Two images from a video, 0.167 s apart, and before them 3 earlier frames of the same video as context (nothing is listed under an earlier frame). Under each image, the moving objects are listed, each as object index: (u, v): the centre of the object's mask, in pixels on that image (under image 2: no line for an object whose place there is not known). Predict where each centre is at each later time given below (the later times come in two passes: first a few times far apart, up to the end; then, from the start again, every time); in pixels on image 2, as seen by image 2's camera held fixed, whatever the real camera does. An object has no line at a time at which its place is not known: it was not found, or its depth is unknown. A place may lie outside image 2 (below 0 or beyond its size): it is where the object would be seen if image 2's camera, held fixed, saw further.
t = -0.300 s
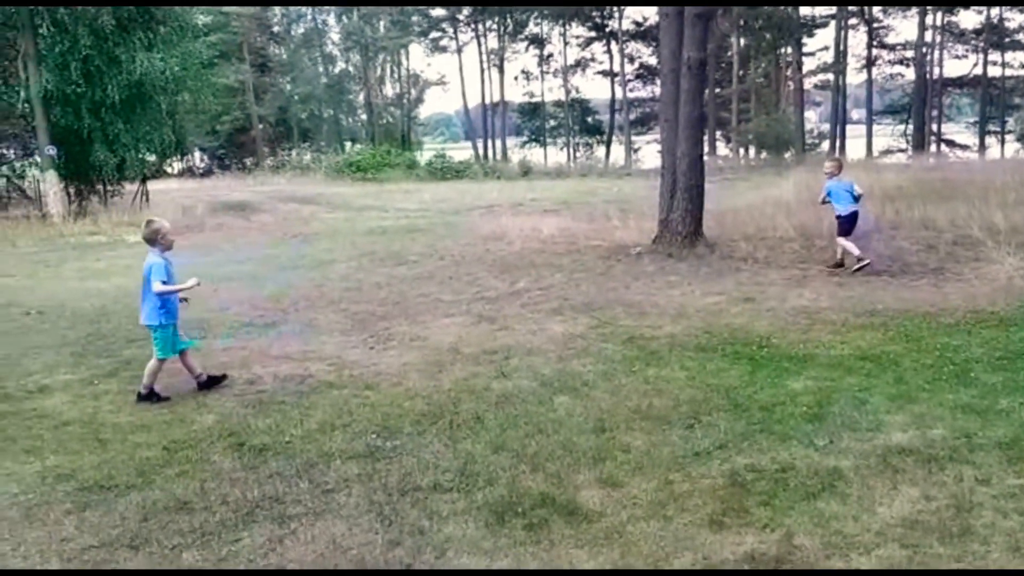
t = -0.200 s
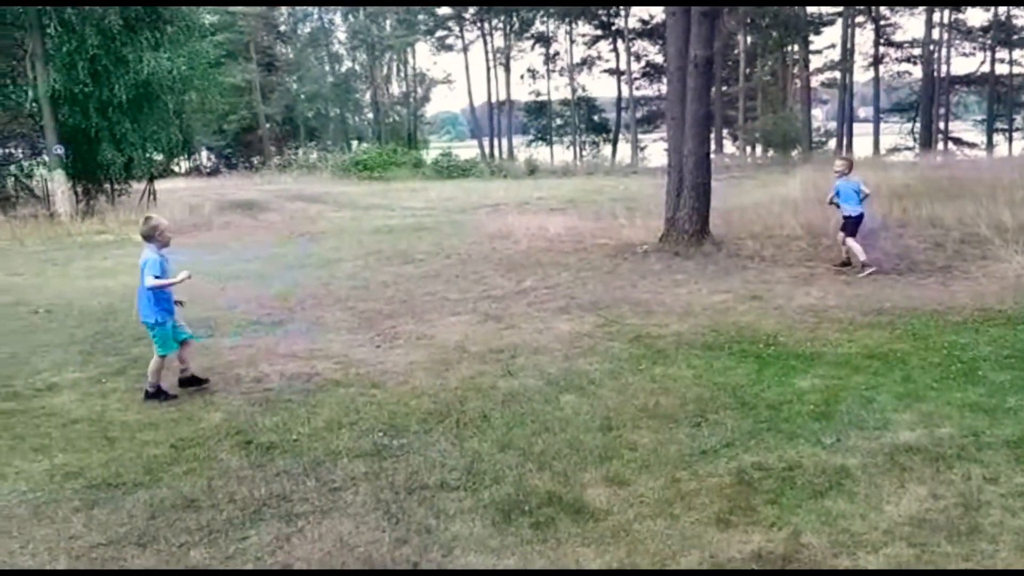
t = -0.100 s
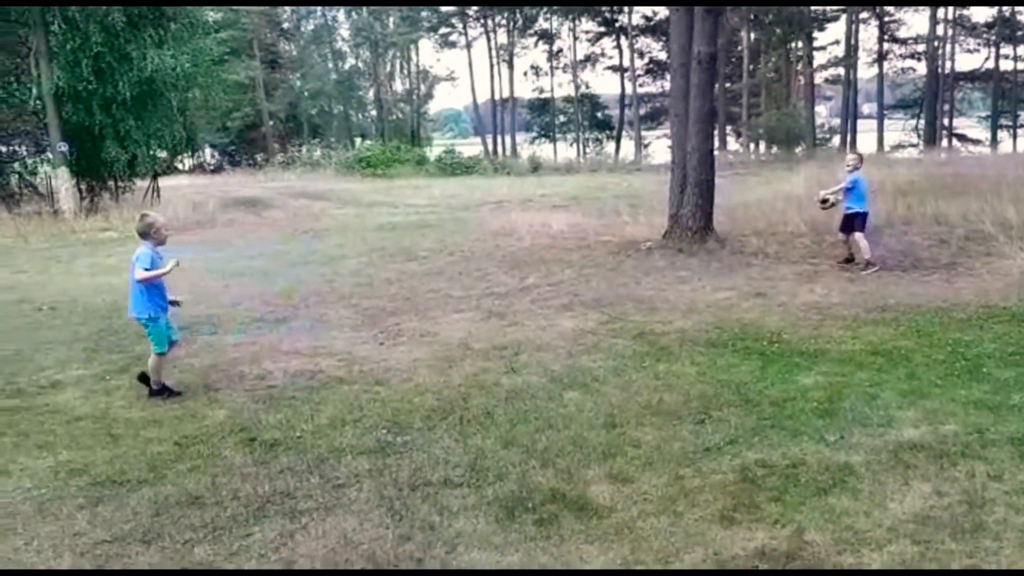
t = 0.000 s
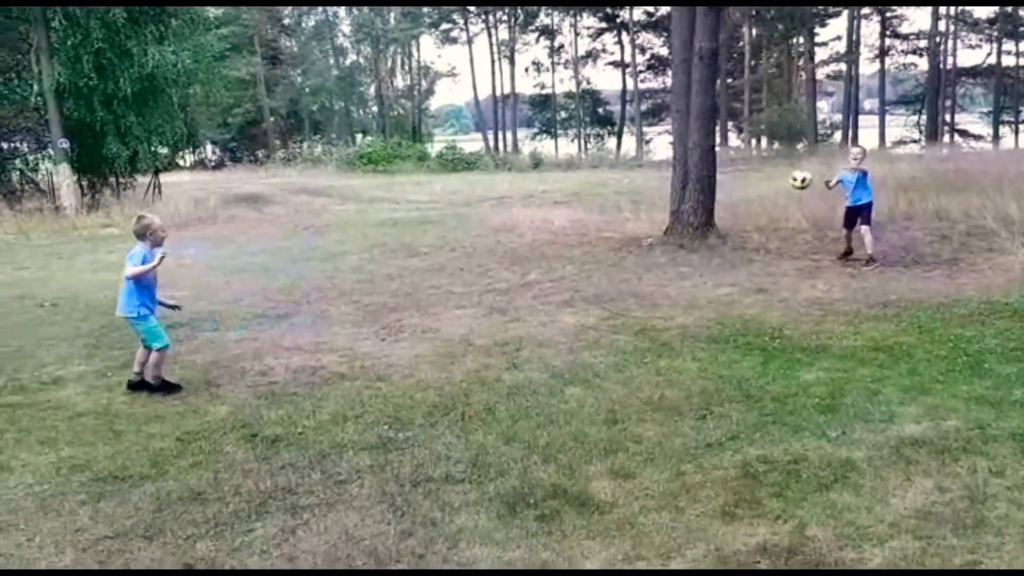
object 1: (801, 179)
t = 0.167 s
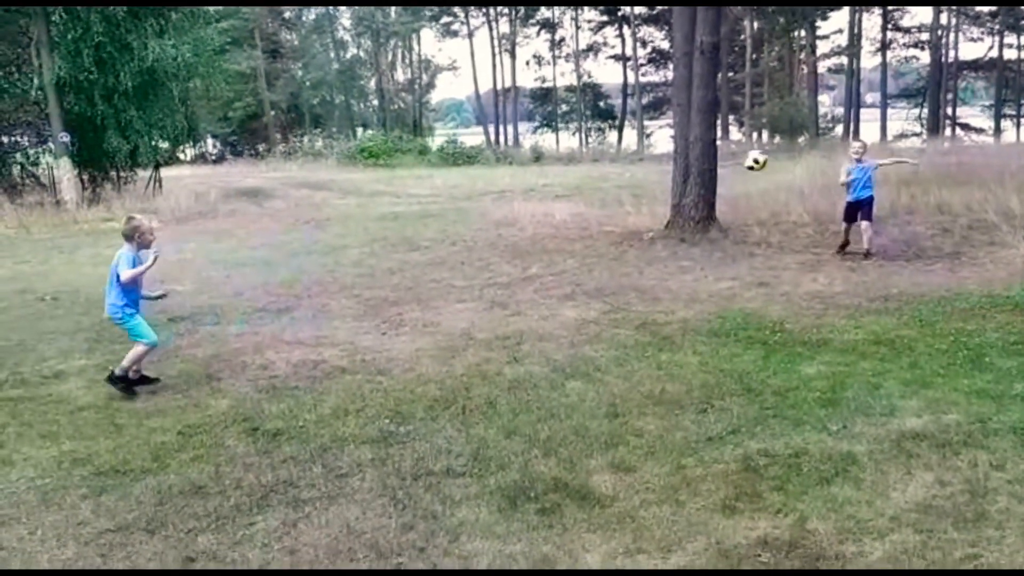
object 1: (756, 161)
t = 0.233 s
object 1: (735, 162)
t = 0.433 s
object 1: (667, 197)
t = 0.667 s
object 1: (574, 305)
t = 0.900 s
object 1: (505, 266)
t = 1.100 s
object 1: (444, 267)
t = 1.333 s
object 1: (370, 339)
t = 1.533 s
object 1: (293, 336)
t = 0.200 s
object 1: (746, 161)
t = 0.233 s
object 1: (735, 162)
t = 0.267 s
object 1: (724, 165)
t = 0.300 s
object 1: (714, 169)
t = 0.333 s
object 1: (702, 173)
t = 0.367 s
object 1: (691, 180)
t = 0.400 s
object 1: (679, 188)
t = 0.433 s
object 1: (667, 197)
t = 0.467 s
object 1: (655, 208)
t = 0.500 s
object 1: (642, 220)
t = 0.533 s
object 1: (629, 232)
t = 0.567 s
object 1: (616, 249)
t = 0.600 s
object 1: (602, 266)
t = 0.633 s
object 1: (589, 284)
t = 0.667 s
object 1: (574, 305)
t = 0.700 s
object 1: (562, 312)
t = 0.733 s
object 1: (553, 302)
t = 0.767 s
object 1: (543, 292)
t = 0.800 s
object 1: (534, 283)
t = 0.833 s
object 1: (524, 276)
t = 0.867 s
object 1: (515, 270)
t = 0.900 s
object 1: (505, 266)
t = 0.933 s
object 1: (495, 262)
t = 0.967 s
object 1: (485, 260)
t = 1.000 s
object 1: (475, 260)
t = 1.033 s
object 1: (465, 260)
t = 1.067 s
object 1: (455, 263)
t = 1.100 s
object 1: (444, 267)
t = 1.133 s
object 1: (434, 273)
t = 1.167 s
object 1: (423, 280)
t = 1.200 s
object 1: (414, 287)
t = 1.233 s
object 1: (403, 297)
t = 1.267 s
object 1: (392, 310)
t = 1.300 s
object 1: (382, 323)
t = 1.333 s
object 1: (370, 339)
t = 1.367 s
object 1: (360, 351)
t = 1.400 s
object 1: (347, 346)
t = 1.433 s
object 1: (334, 341)
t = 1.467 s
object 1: (321, 338)
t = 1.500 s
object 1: (307, 336)
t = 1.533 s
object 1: (293, 336)
